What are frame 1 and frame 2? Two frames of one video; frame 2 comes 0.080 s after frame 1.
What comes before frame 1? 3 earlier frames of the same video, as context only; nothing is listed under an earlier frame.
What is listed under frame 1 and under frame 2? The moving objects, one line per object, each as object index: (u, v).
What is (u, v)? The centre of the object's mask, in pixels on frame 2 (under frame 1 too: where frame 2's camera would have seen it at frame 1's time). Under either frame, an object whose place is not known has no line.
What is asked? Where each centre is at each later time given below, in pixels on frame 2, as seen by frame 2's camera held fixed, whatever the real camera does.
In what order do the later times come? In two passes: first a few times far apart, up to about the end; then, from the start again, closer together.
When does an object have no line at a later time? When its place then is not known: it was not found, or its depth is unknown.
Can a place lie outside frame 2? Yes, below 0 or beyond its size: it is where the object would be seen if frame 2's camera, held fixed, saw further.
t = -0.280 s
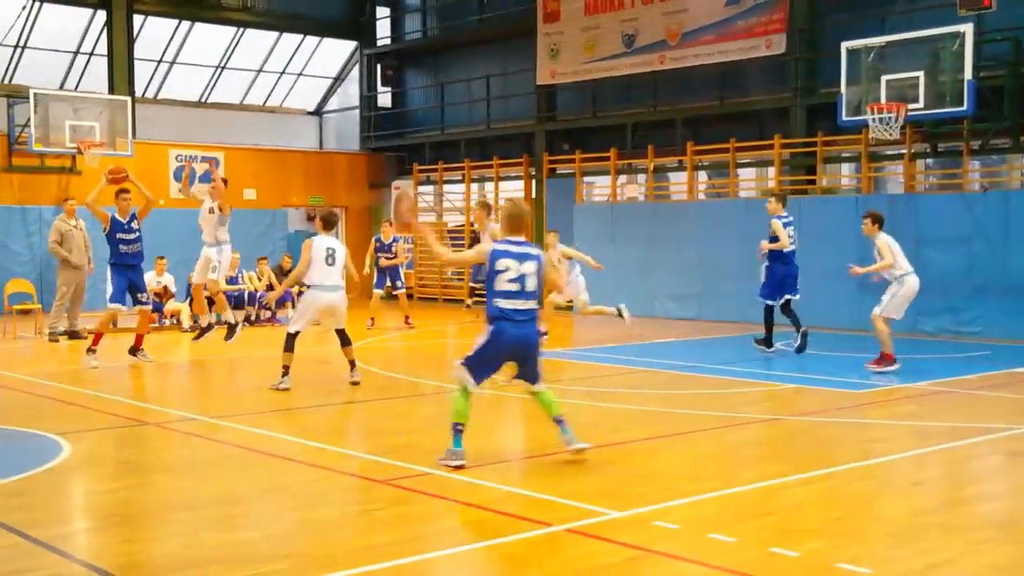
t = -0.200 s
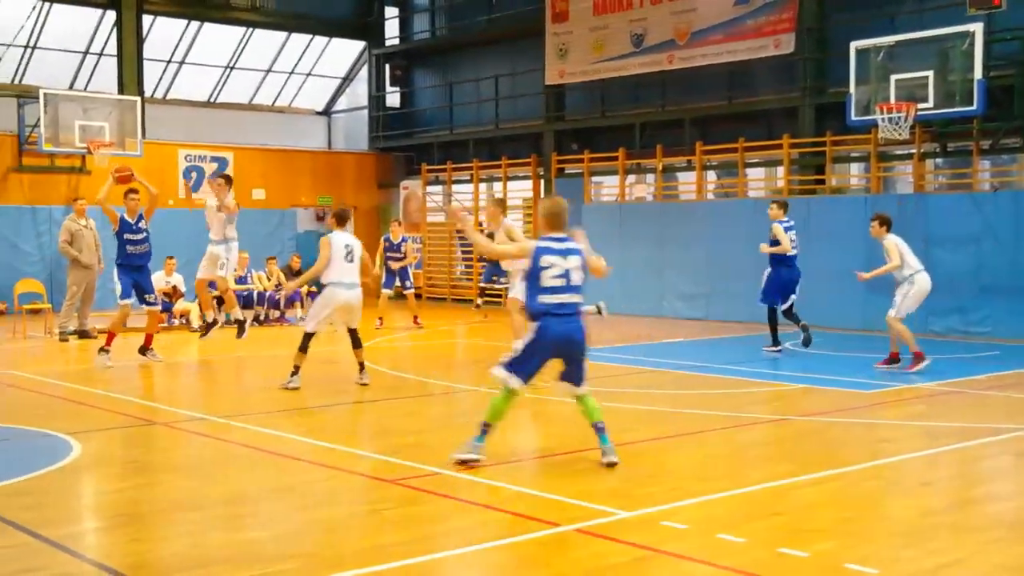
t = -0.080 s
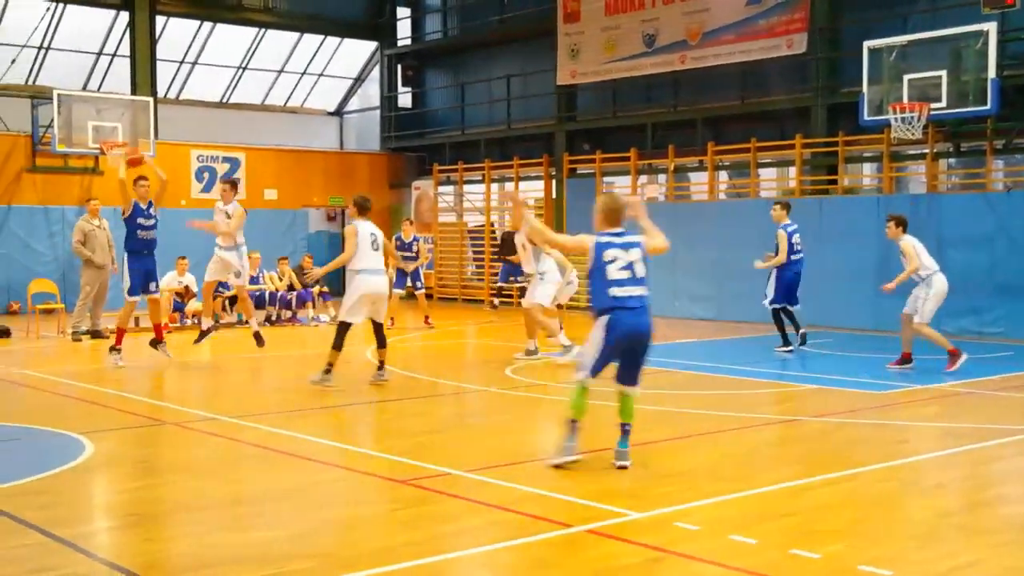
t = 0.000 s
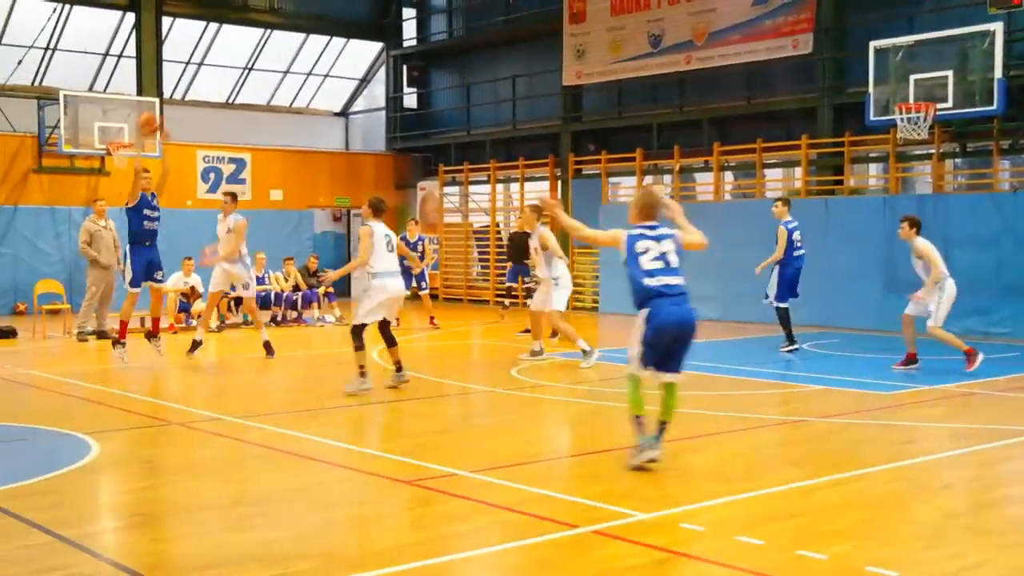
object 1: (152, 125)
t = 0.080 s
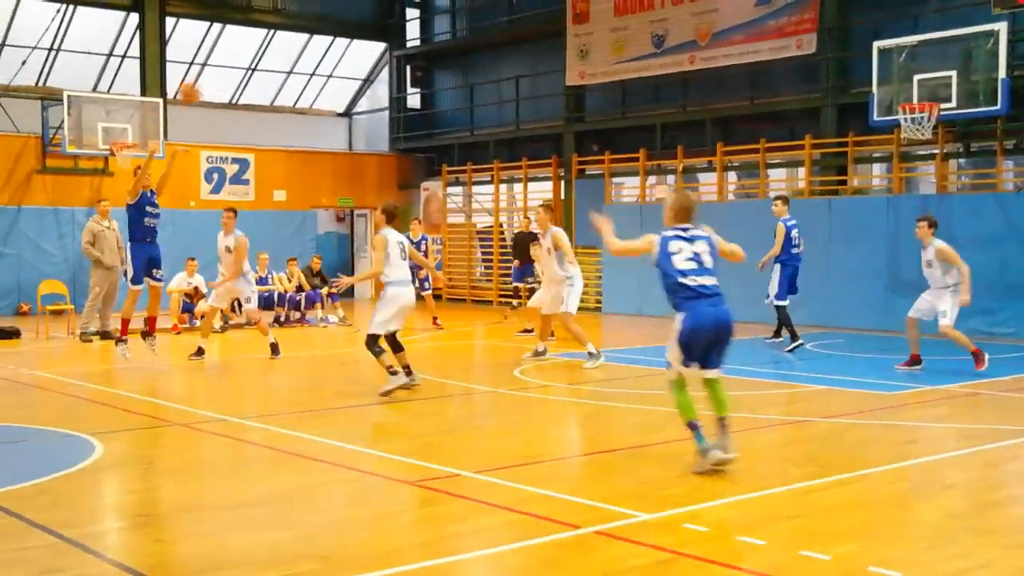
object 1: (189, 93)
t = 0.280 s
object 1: (301, 31)
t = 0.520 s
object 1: (466, 6)
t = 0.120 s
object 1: (209, 78)
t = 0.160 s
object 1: (231, 65)
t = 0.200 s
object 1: (253, 53)
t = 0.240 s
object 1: (275, 42)
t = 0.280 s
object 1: (301, 31)
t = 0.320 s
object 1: (325, 24)
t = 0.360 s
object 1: (350, 18)
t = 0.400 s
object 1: (377, 12)
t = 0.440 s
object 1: (405, 9)
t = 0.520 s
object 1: (466, 6)
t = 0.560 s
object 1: (500, 8)
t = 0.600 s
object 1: (533, 11)
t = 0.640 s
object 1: (567, 16)
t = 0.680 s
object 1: (602, 23)
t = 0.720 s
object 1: (641, 34)
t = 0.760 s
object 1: (680, 46)
